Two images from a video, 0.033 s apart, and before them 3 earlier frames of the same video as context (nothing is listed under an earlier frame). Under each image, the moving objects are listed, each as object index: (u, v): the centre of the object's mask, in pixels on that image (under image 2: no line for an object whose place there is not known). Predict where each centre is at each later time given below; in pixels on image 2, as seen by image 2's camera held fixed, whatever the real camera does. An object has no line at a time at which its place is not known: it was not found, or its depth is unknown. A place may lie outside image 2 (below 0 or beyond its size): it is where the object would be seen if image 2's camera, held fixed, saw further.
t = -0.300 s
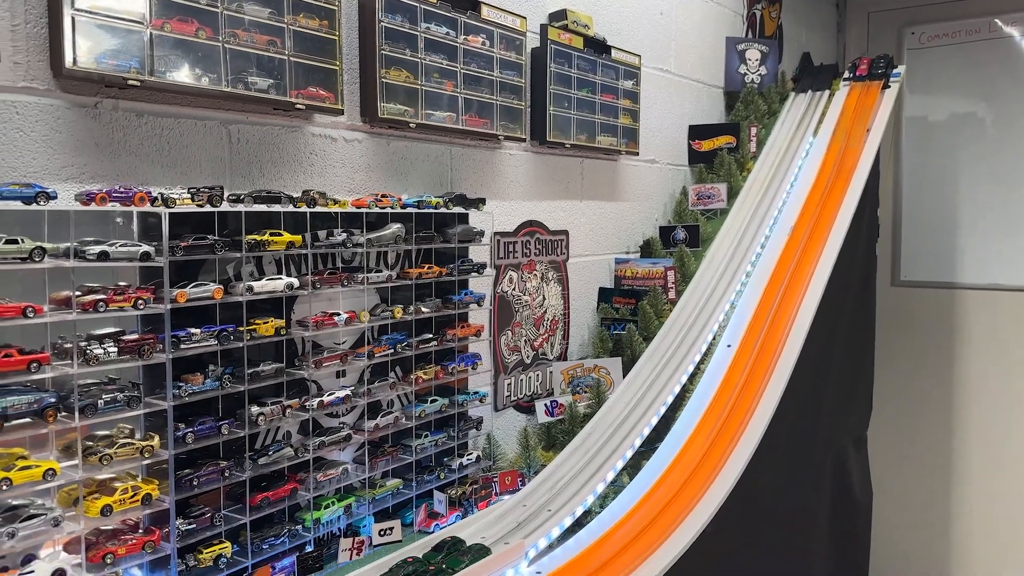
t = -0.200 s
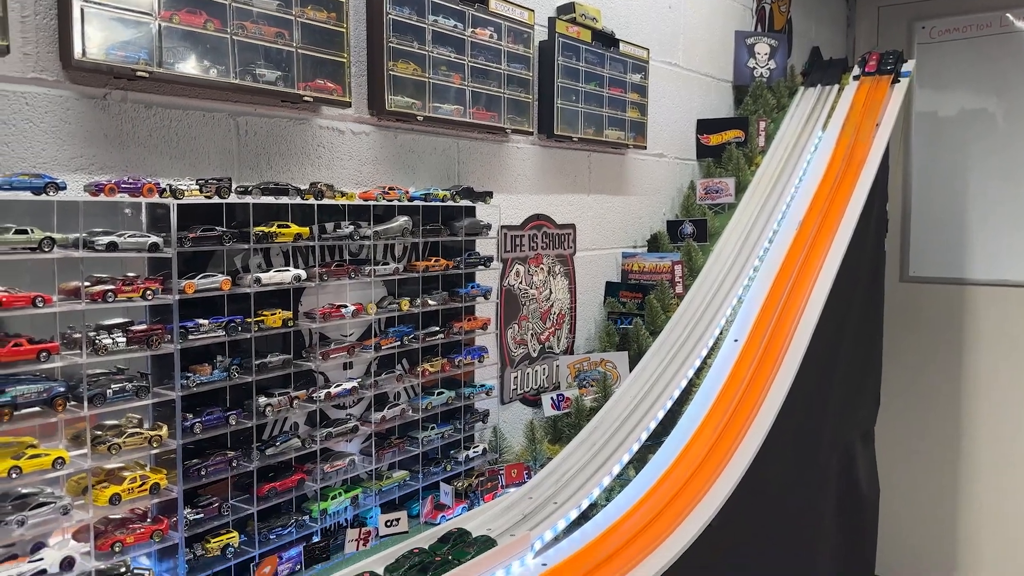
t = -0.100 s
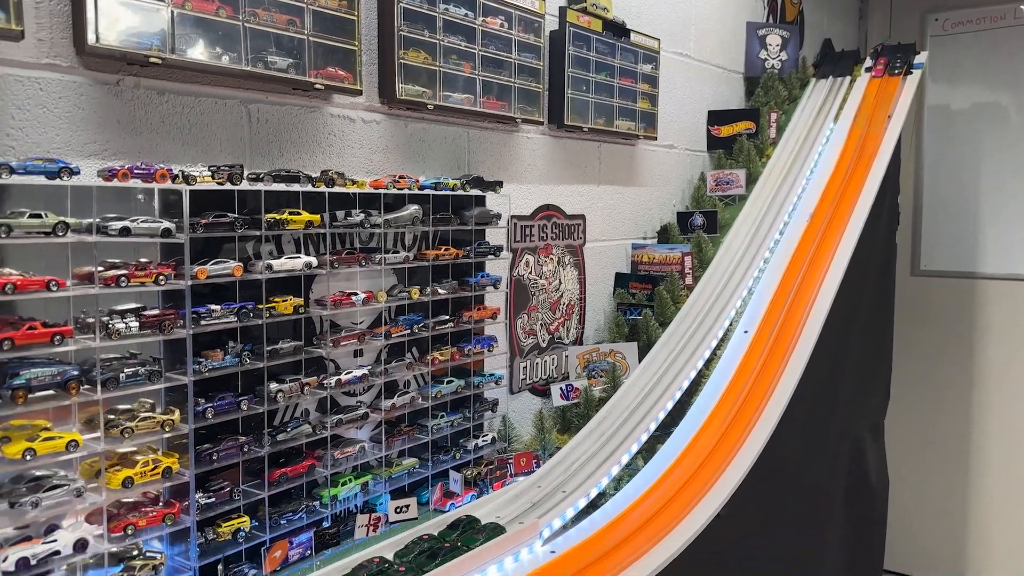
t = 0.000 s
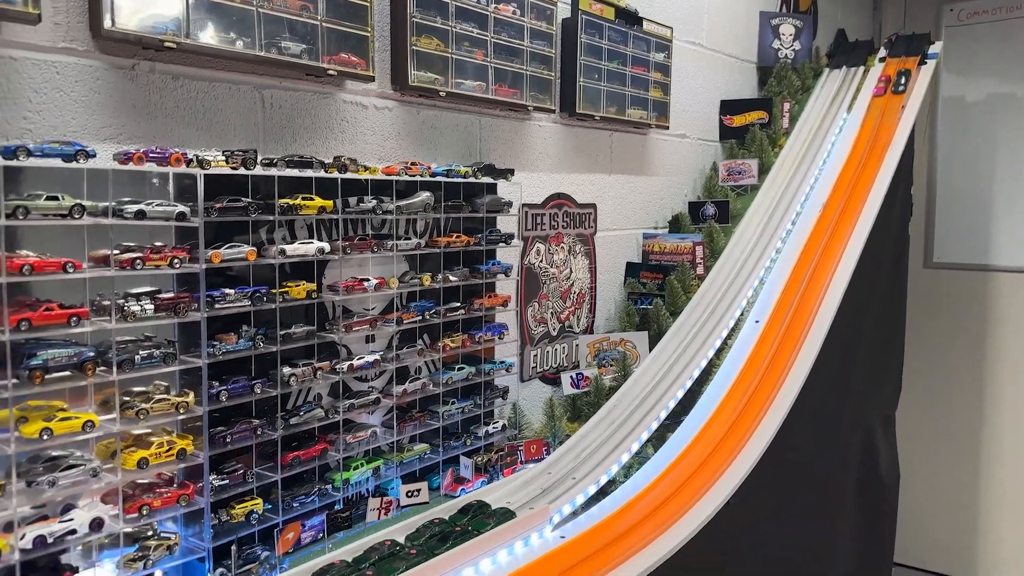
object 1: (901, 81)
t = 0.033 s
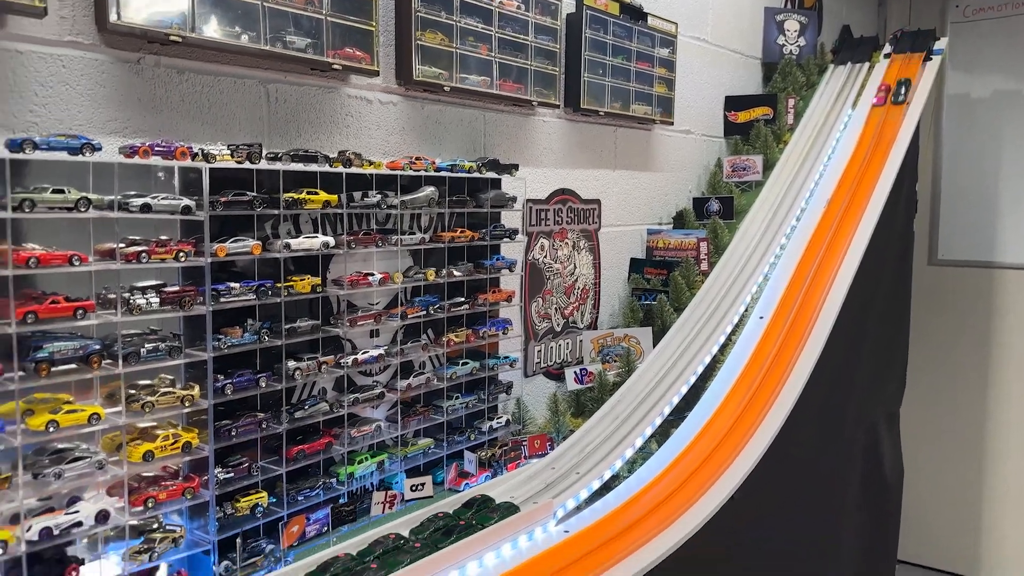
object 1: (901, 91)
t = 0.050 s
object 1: (898, 99)
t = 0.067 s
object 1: (895, 107)
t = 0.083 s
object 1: (891, 117)
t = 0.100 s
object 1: (887, 126)
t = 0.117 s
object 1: (884, 137)
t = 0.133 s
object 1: (879, 147)
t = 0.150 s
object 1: (875, 157)
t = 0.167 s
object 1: (871, 168)
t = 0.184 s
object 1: (866, 179)
